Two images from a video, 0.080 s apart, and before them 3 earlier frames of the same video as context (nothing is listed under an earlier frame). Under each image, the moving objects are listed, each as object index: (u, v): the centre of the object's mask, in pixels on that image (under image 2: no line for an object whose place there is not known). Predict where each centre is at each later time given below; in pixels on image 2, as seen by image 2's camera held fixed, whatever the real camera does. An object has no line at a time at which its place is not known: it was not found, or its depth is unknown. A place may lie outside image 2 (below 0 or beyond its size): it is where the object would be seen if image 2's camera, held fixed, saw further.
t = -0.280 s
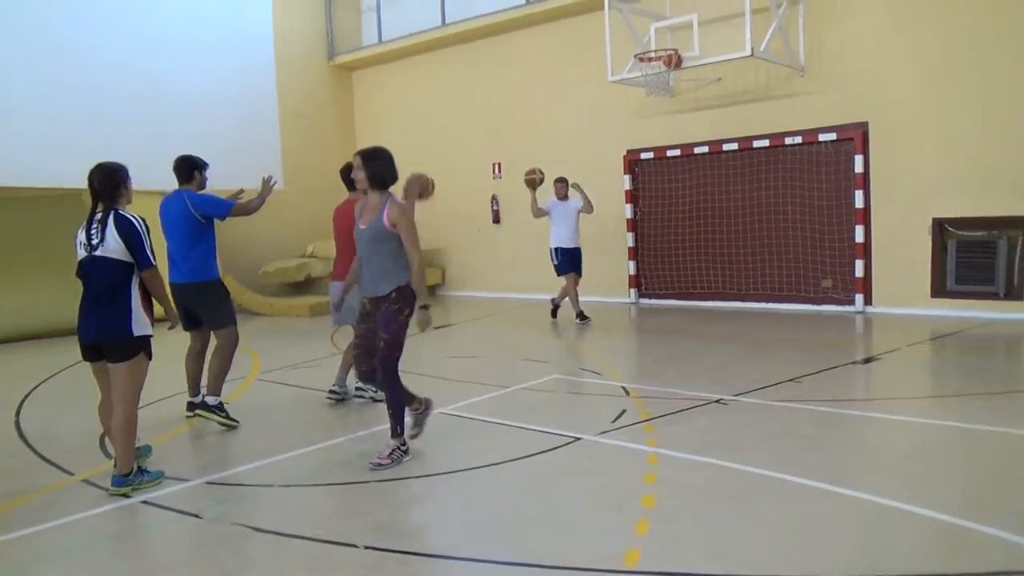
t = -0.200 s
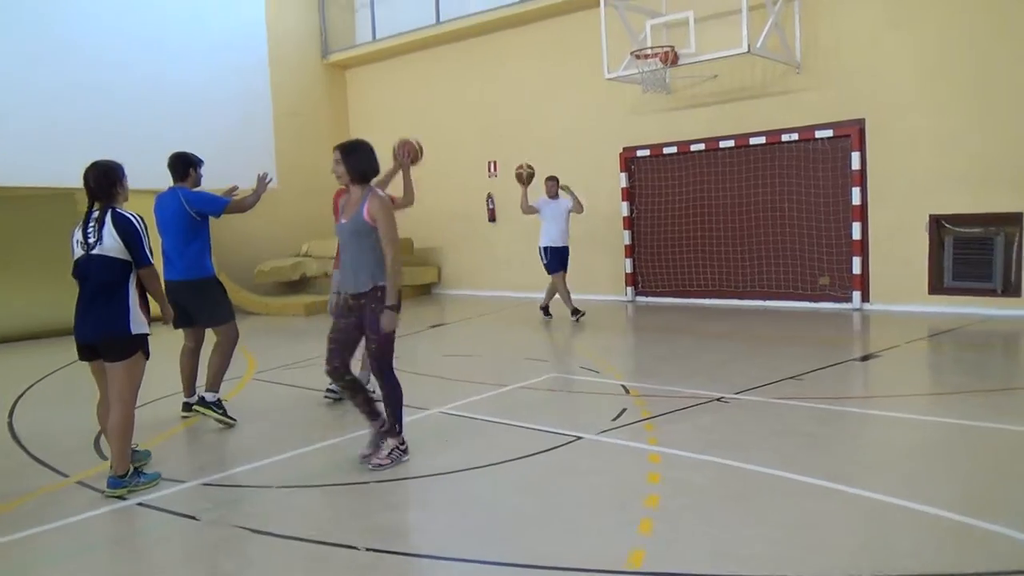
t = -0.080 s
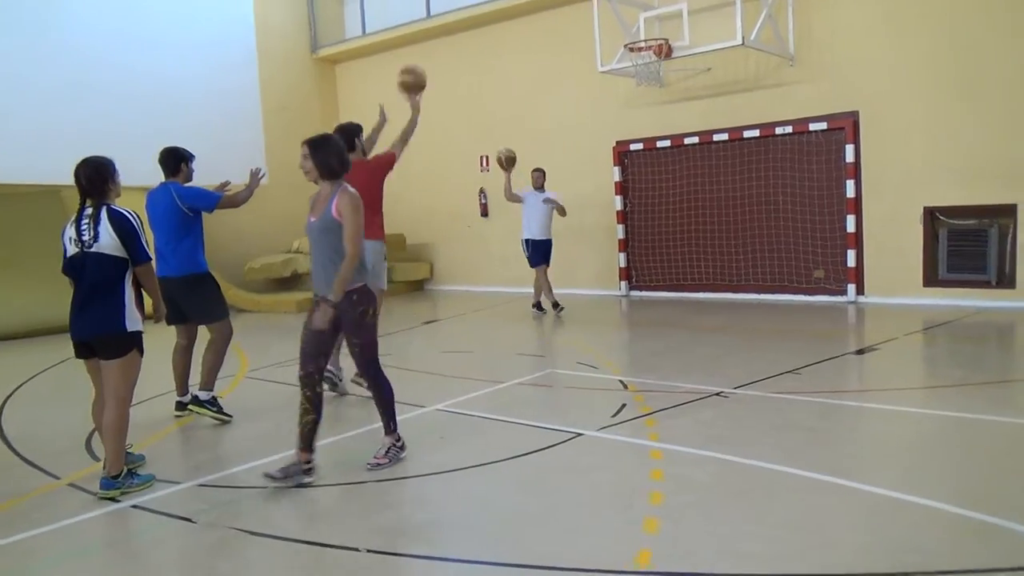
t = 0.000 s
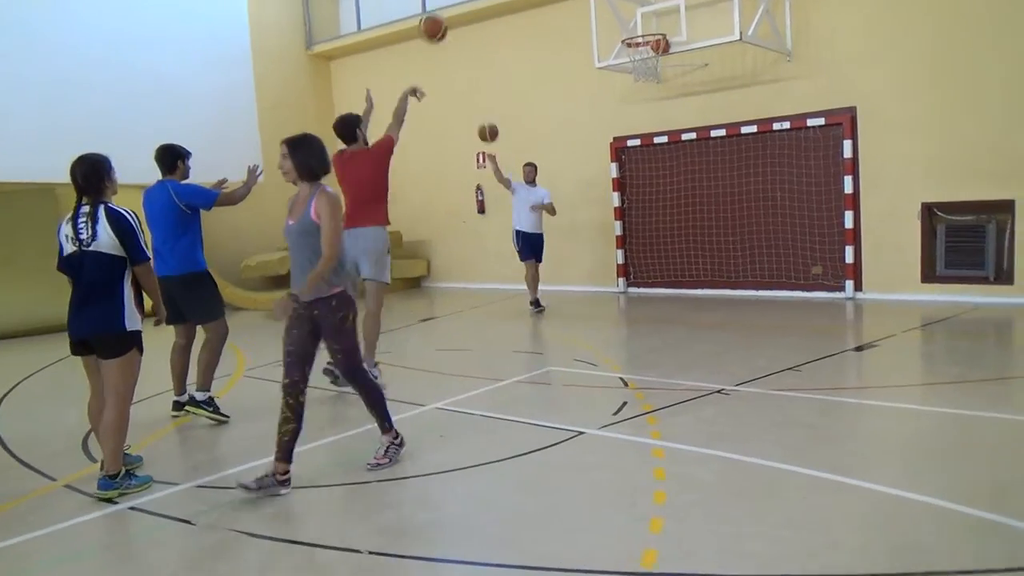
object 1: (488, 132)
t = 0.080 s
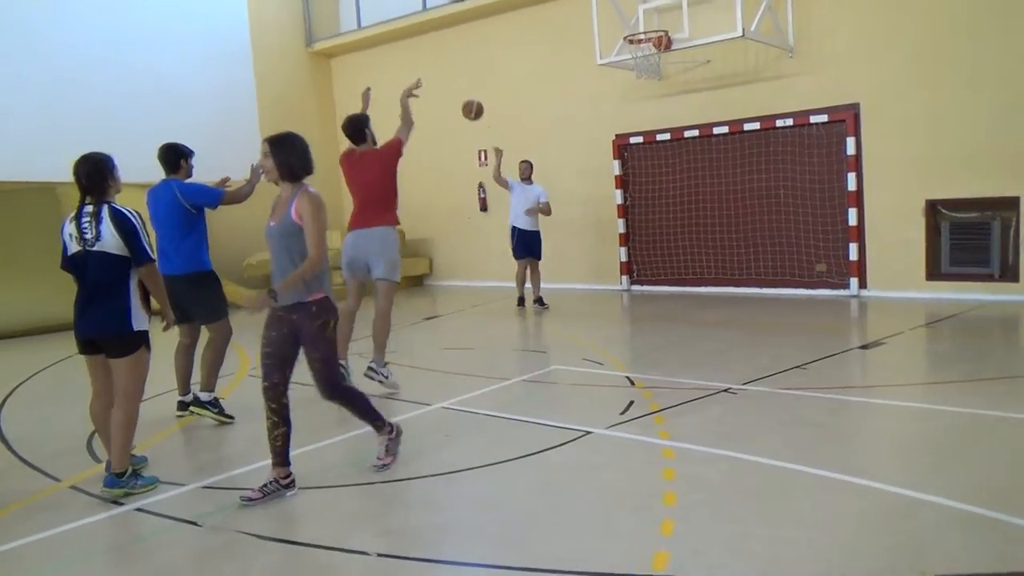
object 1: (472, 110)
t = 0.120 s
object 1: (464, 101)
